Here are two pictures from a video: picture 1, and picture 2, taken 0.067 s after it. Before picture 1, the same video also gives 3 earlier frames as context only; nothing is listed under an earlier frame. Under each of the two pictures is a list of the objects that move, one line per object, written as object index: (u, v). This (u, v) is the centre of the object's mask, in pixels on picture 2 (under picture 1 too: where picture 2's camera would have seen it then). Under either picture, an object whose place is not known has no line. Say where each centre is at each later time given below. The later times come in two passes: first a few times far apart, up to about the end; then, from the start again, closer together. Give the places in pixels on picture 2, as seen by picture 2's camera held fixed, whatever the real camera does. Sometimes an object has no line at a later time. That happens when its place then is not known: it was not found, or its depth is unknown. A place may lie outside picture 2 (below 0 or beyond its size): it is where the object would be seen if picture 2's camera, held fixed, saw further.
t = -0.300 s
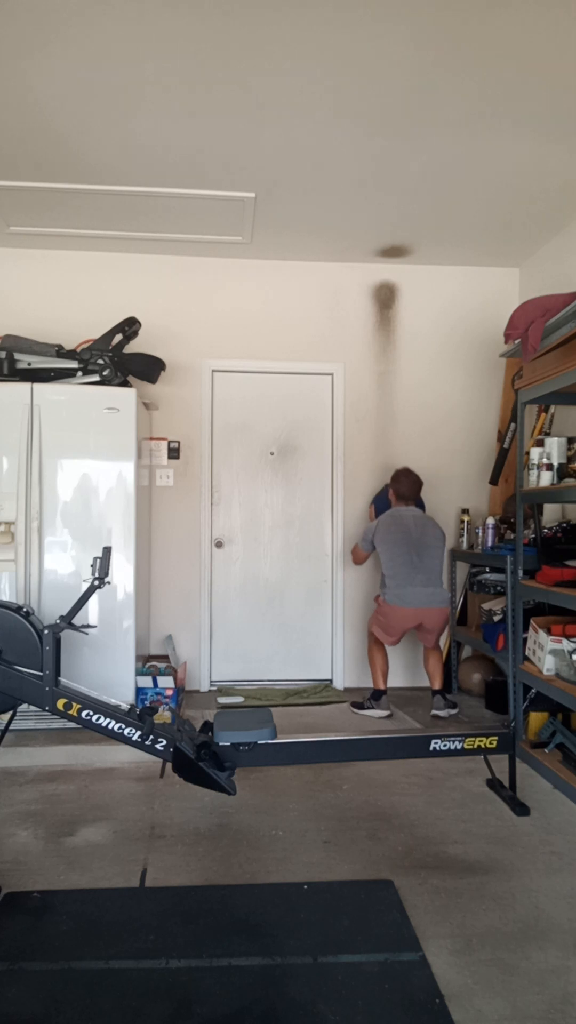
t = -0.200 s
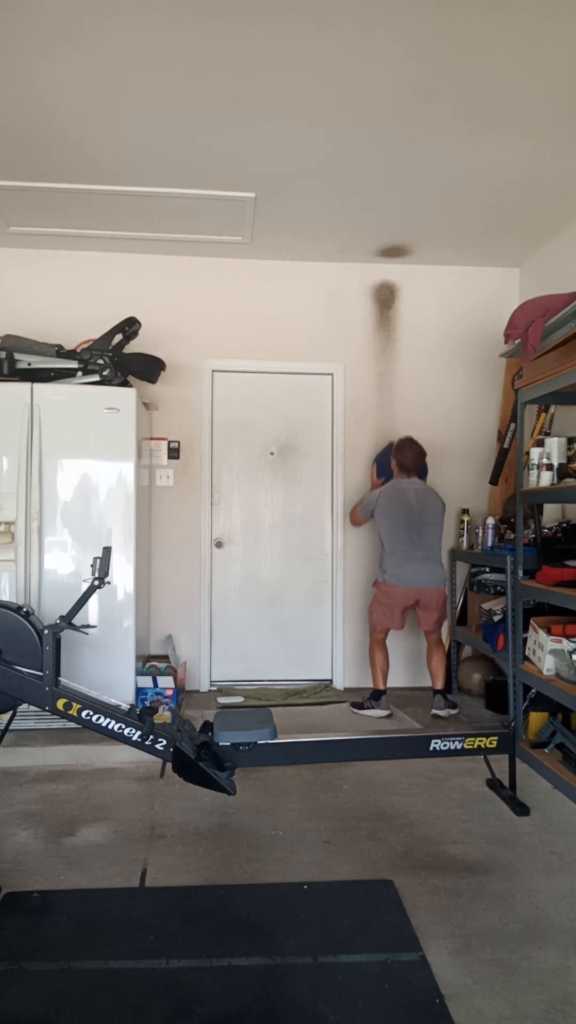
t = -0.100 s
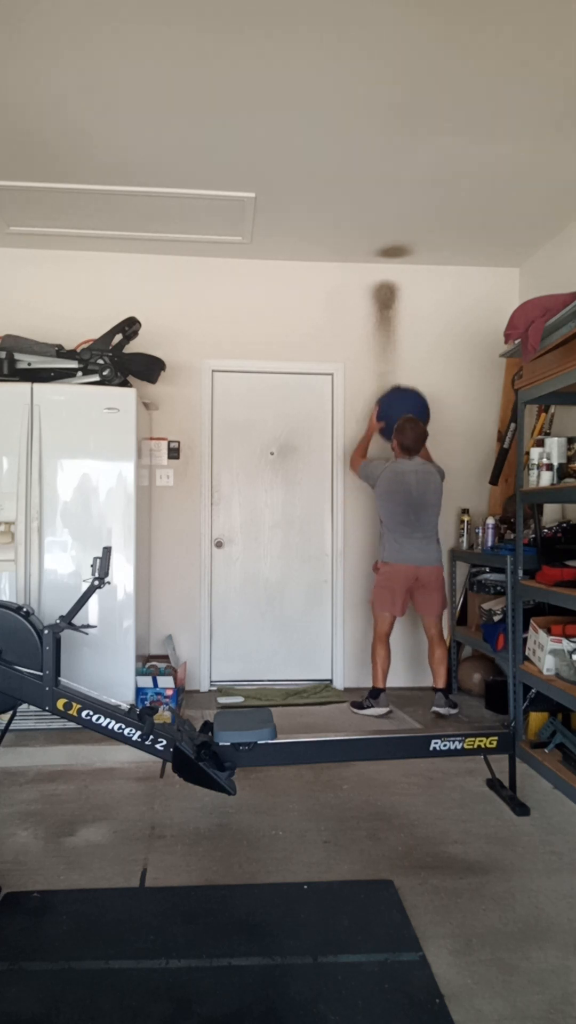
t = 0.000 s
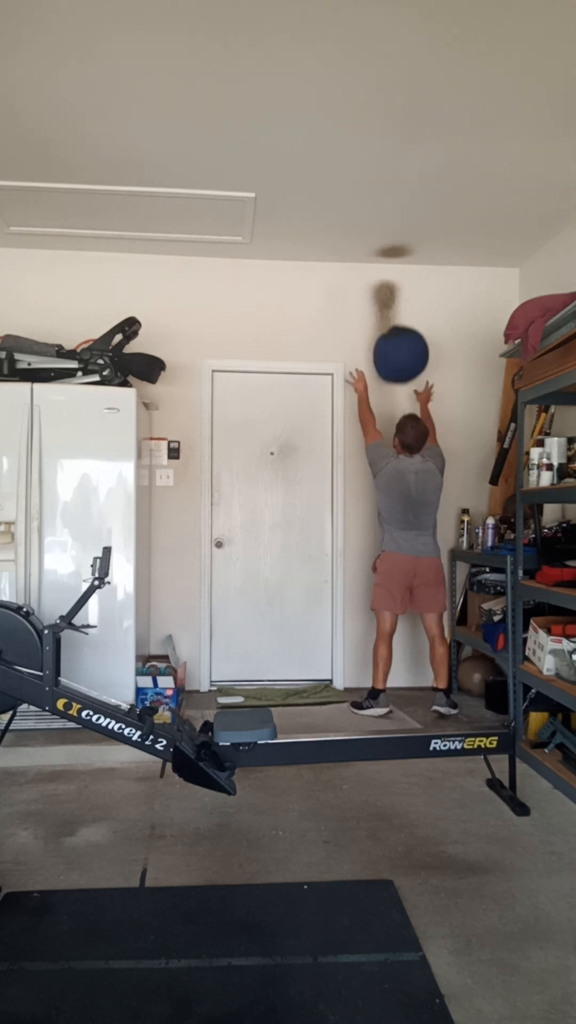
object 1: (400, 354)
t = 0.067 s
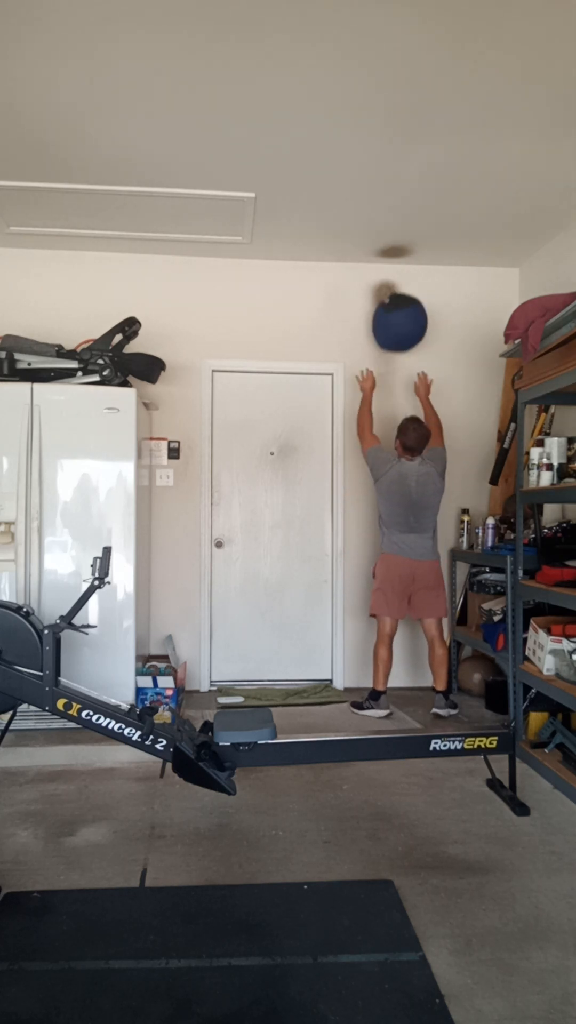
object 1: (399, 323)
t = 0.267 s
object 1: (396, 281)
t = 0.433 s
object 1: (397, 318)
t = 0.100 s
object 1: (399, 309)
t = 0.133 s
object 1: (398, 298)
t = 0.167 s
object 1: (398, 288)
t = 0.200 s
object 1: (397, 280)
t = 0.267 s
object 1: (396, 281)
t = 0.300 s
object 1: (396, 286)
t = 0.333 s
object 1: (396, 291)
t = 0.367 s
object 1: (397, 298)
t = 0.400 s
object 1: (397, 307)
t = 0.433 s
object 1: (397, 318)
